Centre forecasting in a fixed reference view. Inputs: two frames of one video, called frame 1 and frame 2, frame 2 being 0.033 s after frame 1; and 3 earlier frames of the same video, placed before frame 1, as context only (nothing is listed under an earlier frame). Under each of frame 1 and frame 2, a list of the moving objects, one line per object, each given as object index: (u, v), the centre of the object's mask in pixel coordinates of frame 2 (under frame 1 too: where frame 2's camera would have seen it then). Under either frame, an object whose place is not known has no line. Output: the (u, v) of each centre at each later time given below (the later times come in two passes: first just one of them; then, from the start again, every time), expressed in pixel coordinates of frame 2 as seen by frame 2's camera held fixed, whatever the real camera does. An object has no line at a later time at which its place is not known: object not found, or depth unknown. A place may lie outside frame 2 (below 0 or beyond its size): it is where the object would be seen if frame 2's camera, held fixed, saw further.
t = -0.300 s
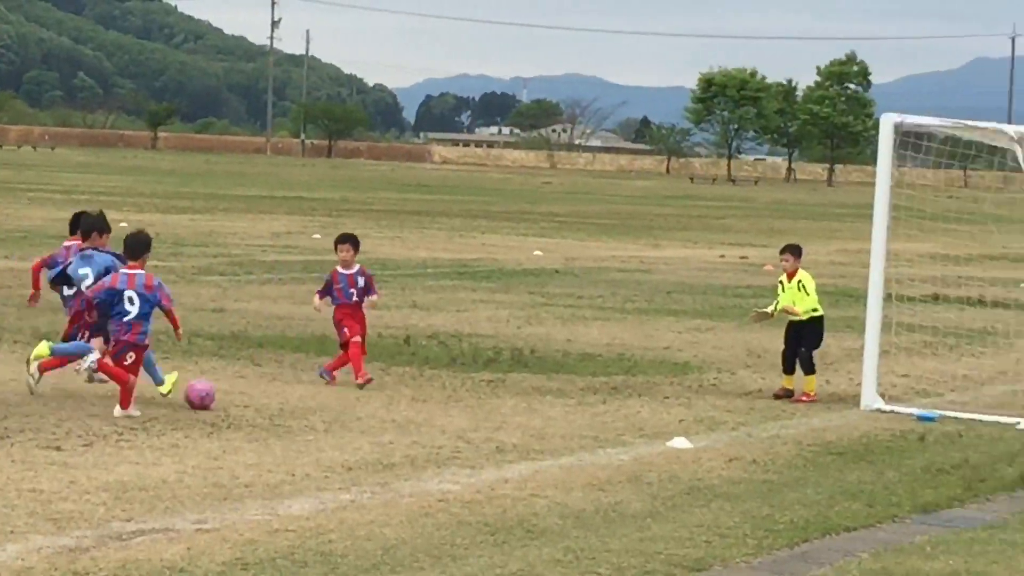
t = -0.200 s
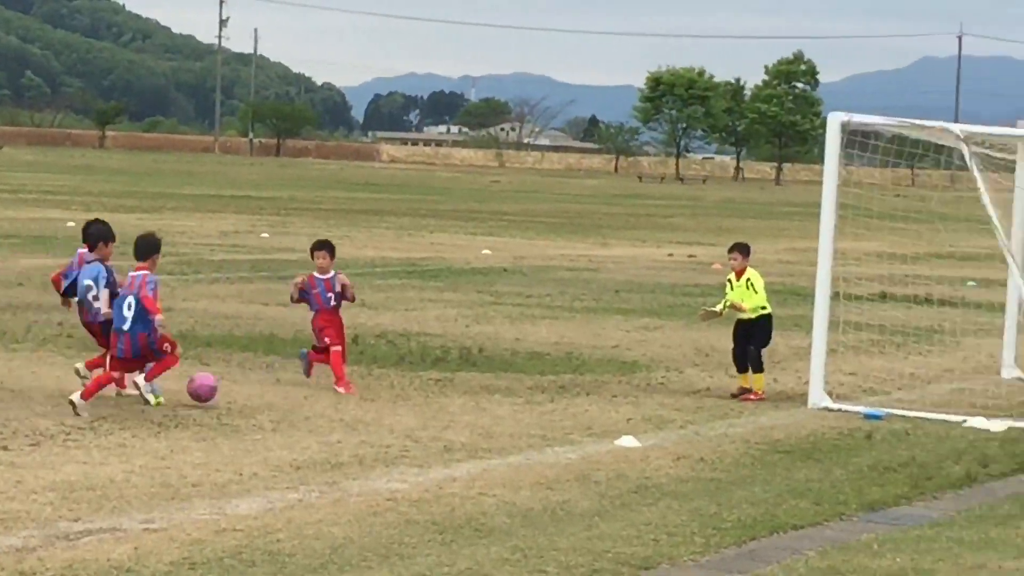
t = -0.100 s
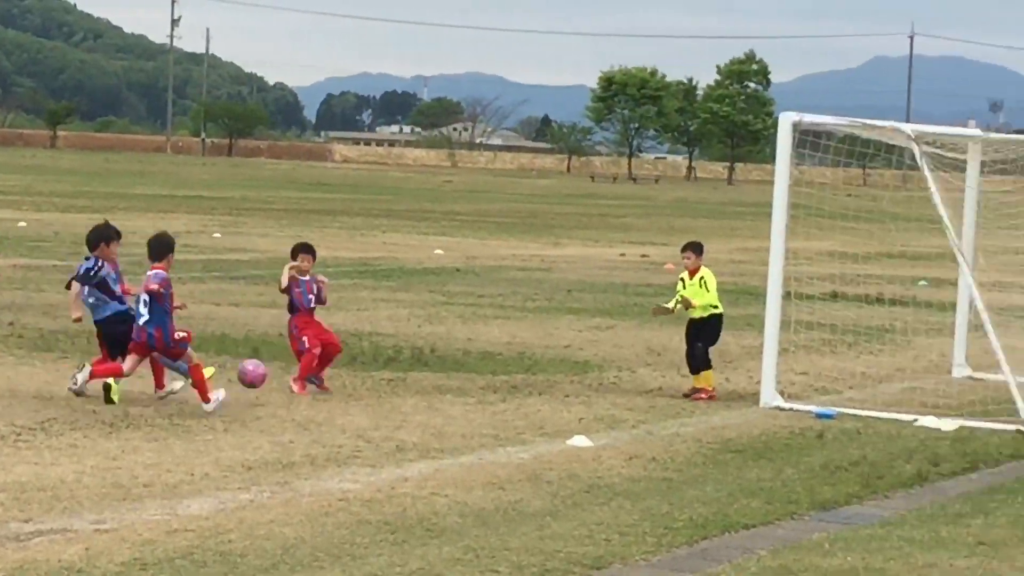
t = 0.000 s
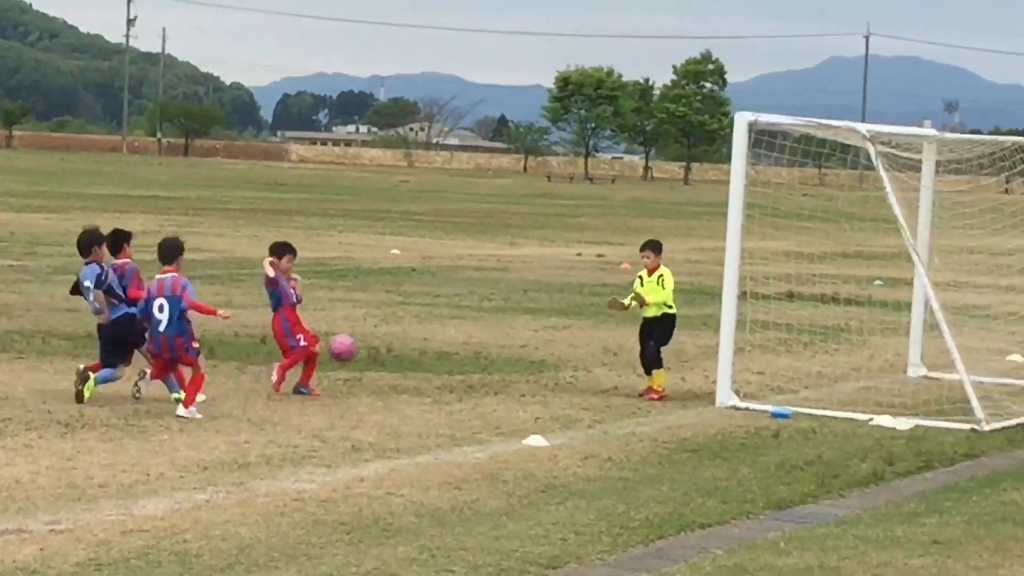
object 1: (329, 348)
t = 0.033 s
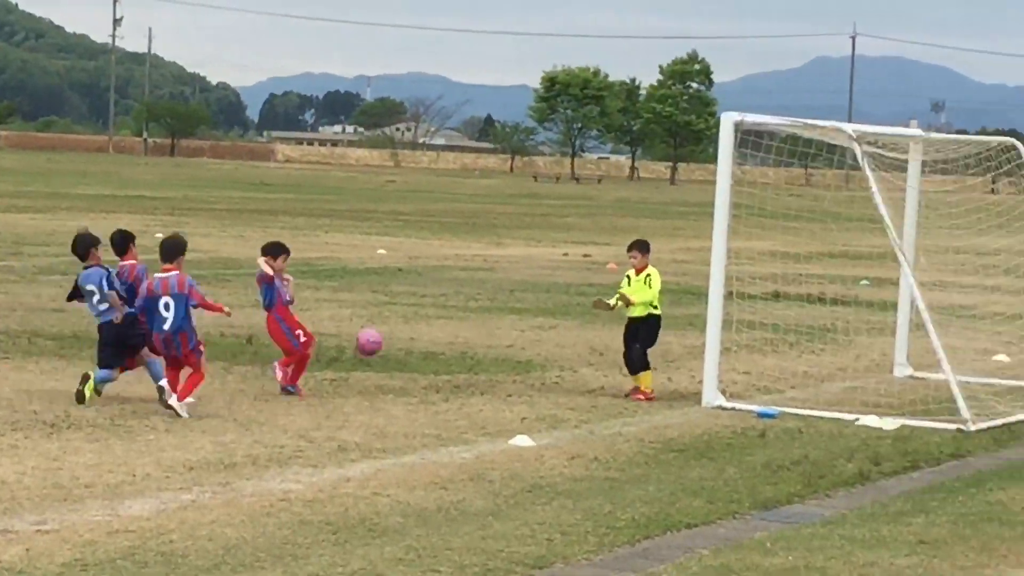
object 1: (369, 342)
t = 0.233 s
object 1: (574, 337)
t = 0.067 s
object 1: (408, 338)
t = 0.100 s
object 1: (444, 336)
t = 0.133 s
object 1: (479, 334)
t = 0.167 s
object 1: (512, 334)
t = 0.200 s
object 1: (543, 335)
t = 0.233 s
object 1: (574, 337)
